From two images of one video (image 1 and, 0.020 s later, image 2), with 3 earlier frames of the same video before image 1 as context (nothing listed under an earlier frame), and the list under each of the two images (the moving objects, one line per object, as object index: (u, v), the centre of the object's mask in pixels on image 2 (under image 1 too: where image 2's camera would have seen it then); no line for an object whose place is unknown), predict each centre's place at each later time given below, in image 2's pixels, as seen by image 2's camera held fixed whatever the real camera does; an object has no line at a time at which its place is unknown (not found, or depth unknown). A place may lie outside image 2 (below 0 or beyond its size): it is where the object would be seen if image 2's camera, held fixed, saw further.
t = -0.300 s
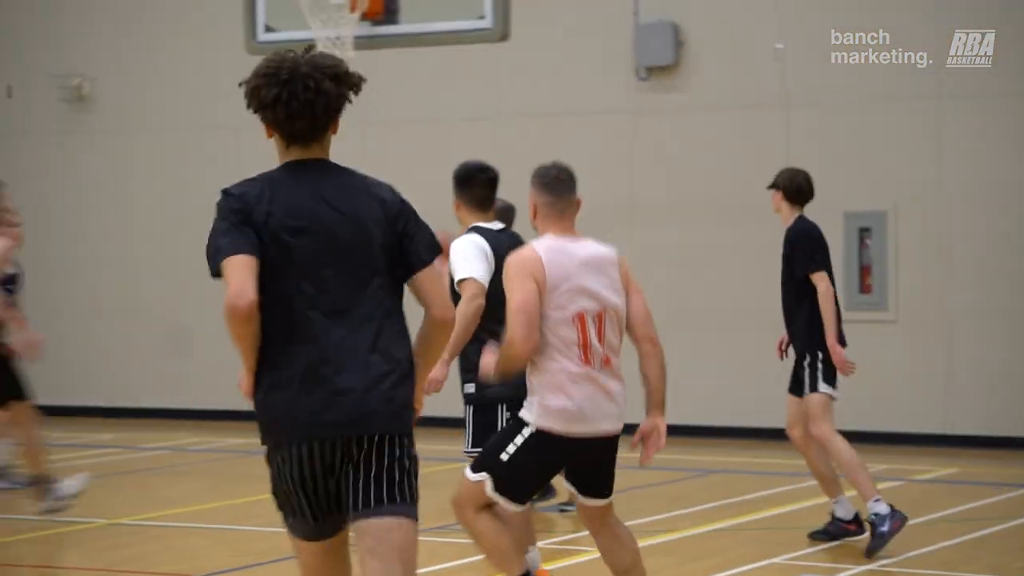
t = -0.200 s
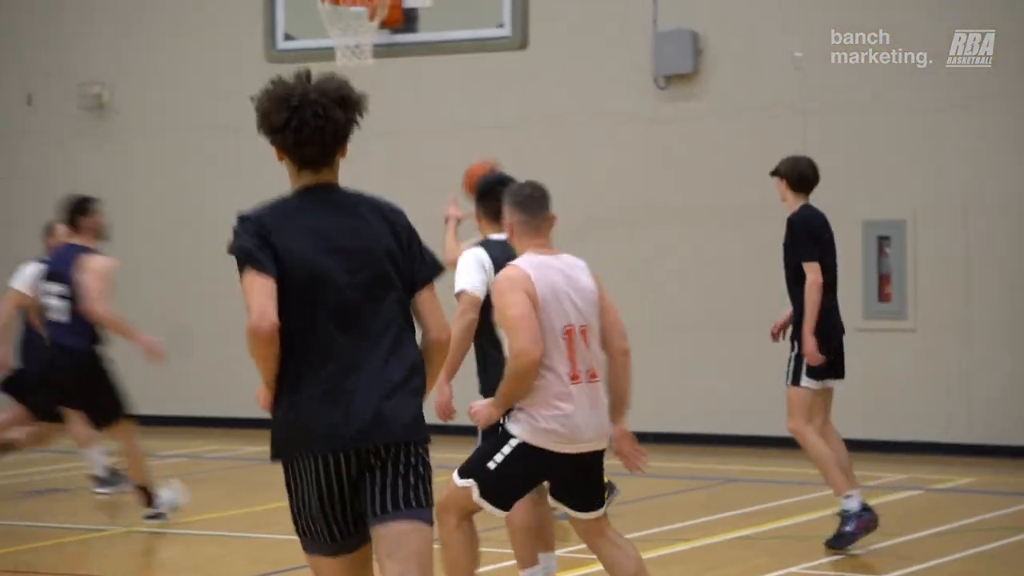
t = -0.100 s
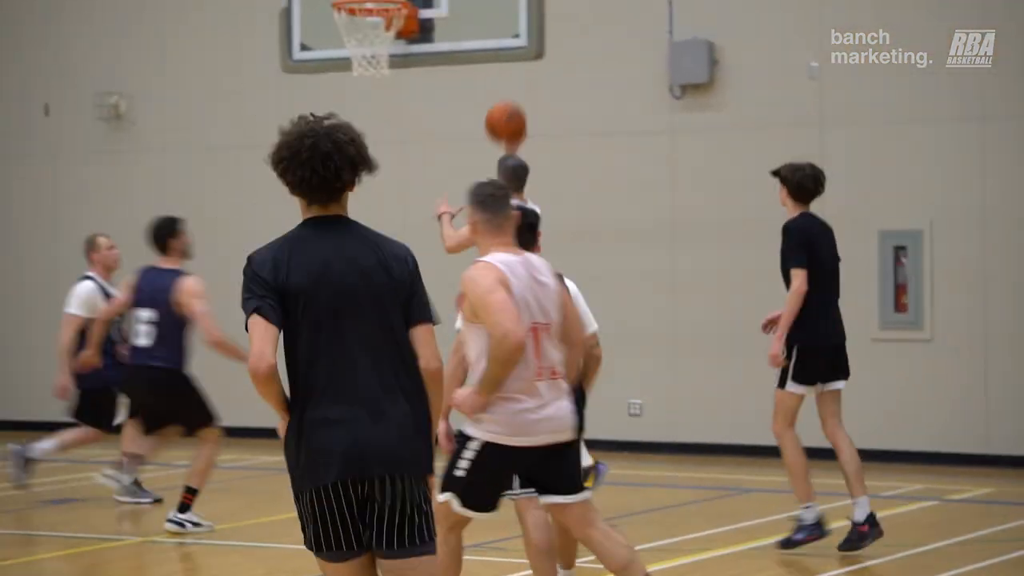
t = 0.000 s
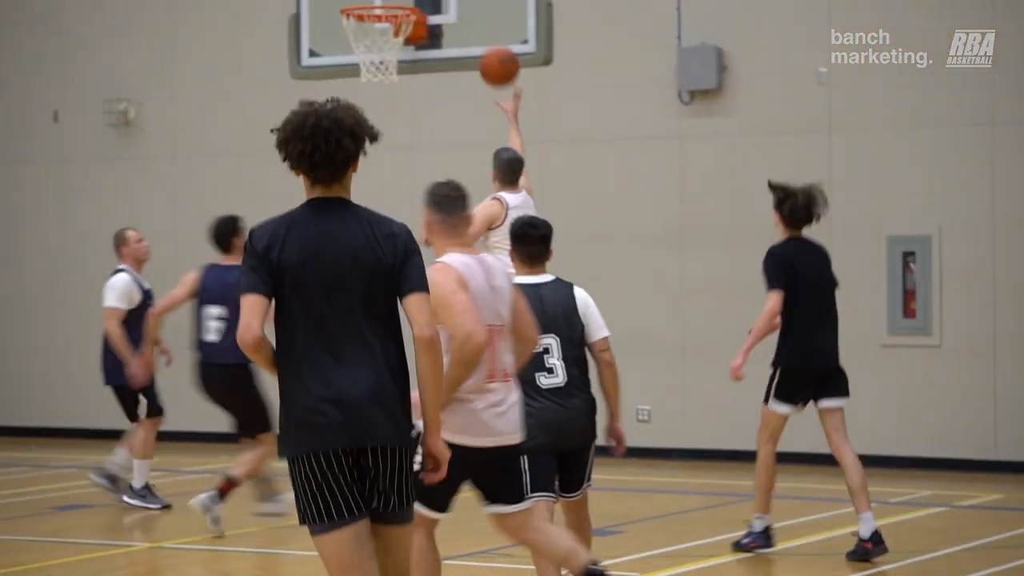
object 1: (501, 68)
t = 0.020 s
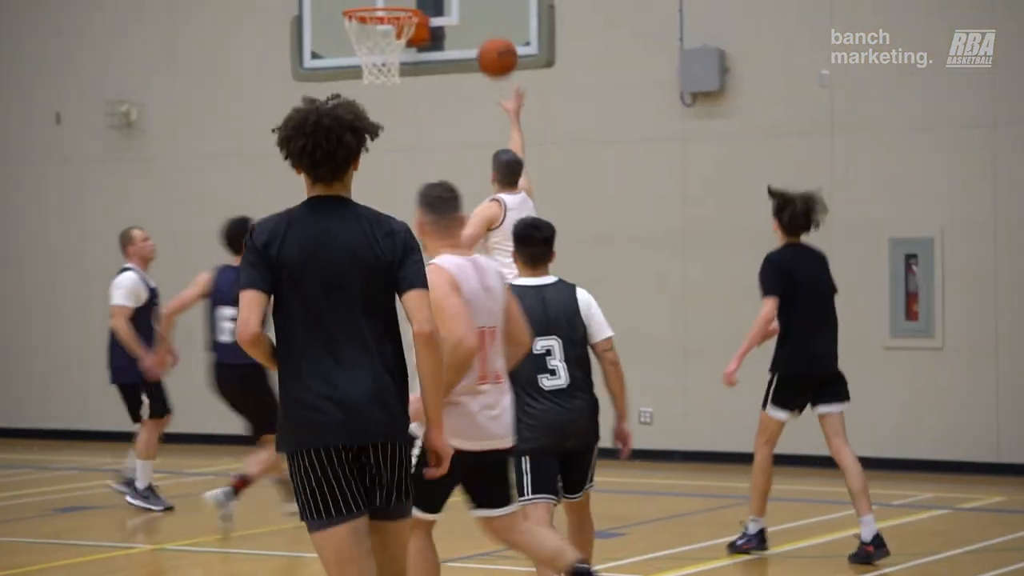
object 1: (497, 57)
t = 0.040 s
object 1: (493, 47)
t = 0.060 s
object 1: (489, 37)
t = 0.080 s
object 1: (485, 29)
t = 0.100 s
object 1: (482, 21)
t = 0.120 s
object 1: (479, 14)
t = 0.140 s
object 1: (475, 8)
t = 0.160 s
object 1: (471, 2)
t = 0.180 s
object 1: (468, -2)
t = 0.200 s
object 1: (465, -6)
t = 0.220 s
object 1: (461, -9)
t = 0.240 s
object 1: (458, -12)
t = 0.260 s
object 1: (455, -14)
